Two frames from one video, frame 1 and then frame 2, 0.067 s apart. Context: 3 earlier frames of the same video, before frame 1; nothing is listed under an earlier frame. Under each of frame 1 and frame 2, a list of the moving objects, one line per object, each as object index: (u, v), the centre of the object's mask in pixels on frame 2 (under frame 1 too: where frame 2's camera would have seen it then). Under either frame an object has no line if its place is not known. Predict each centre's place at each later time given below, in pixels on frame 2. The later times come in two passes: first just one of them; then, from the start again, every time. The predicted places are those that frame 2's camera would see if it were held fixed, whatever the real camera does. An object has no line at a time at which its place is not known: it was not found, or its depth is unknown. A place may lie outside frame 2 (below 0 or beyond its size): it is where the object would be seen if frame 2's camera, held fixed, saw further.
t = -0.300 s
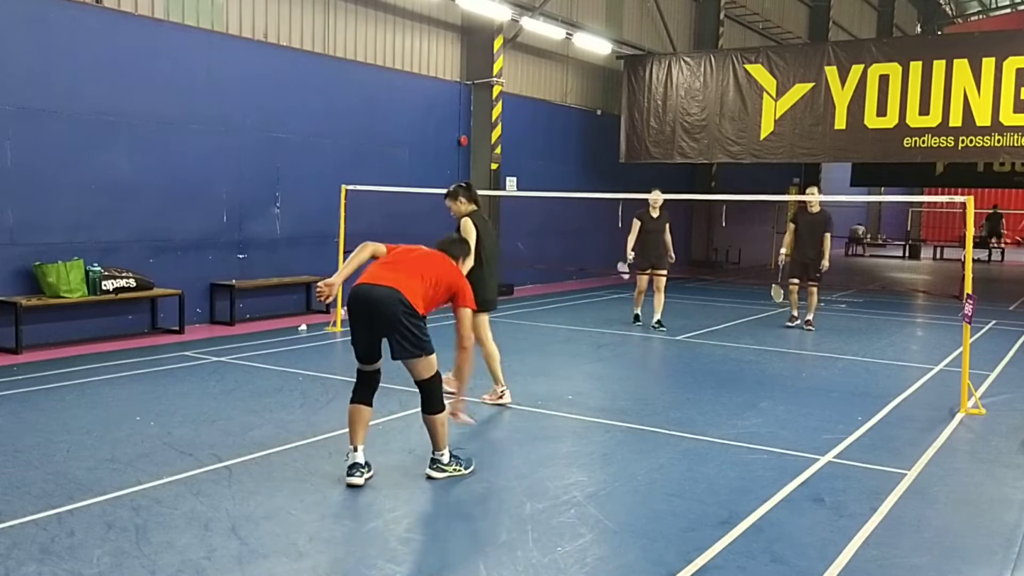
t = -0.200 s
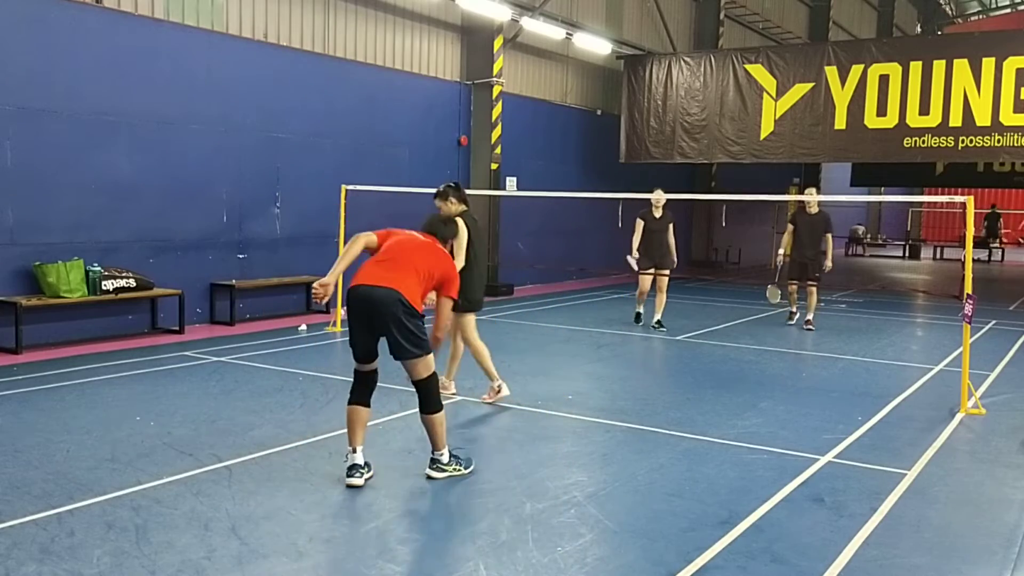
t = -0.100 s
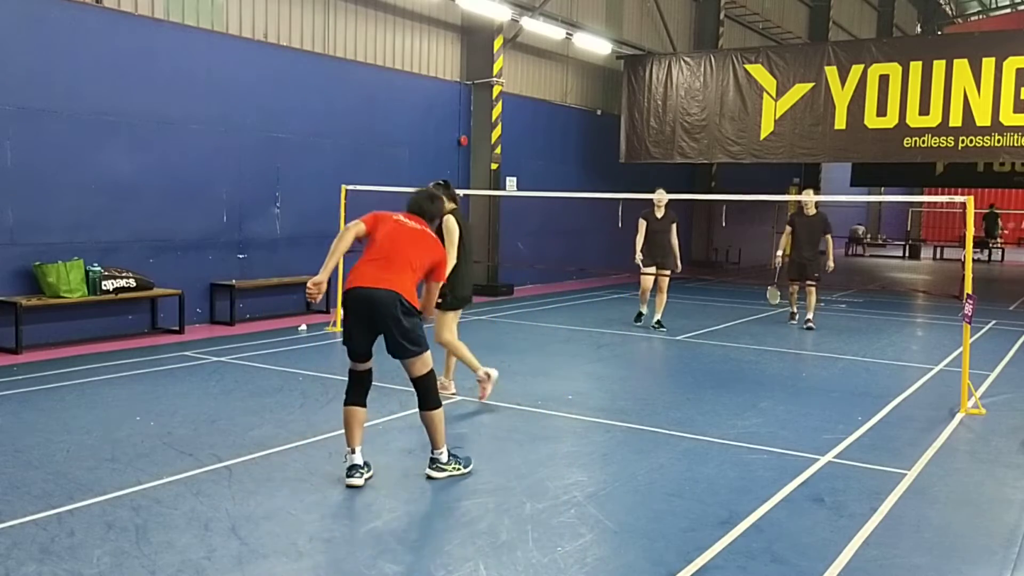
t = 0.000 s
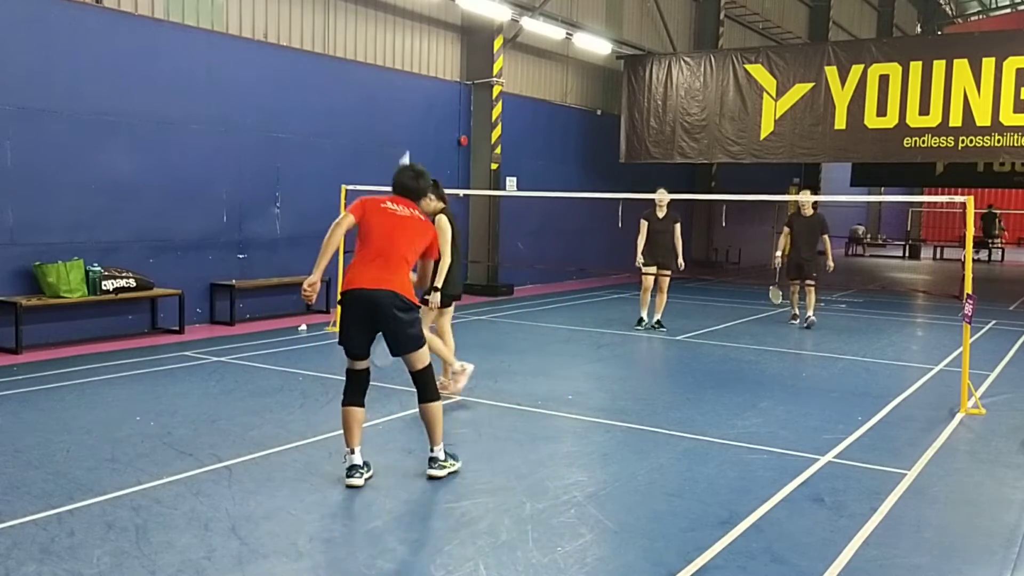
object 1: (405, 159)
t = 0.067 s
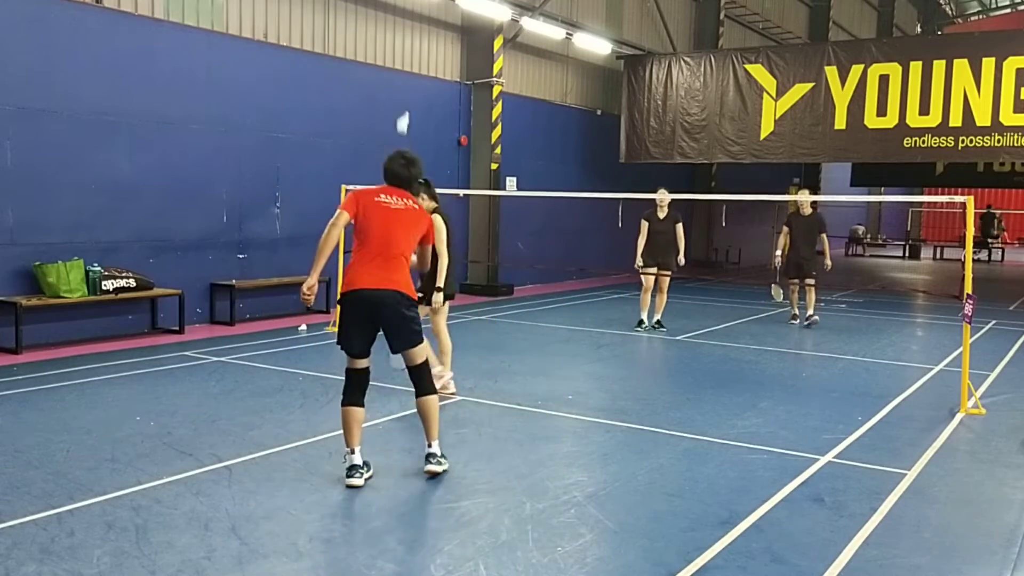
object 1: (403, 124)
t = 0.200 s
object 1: (404, 69)
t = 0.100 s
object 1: (403, 107)
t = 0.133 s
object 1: (403, 92)
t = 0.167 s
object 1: (403, 80)
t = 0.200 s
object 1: (404, 69)
